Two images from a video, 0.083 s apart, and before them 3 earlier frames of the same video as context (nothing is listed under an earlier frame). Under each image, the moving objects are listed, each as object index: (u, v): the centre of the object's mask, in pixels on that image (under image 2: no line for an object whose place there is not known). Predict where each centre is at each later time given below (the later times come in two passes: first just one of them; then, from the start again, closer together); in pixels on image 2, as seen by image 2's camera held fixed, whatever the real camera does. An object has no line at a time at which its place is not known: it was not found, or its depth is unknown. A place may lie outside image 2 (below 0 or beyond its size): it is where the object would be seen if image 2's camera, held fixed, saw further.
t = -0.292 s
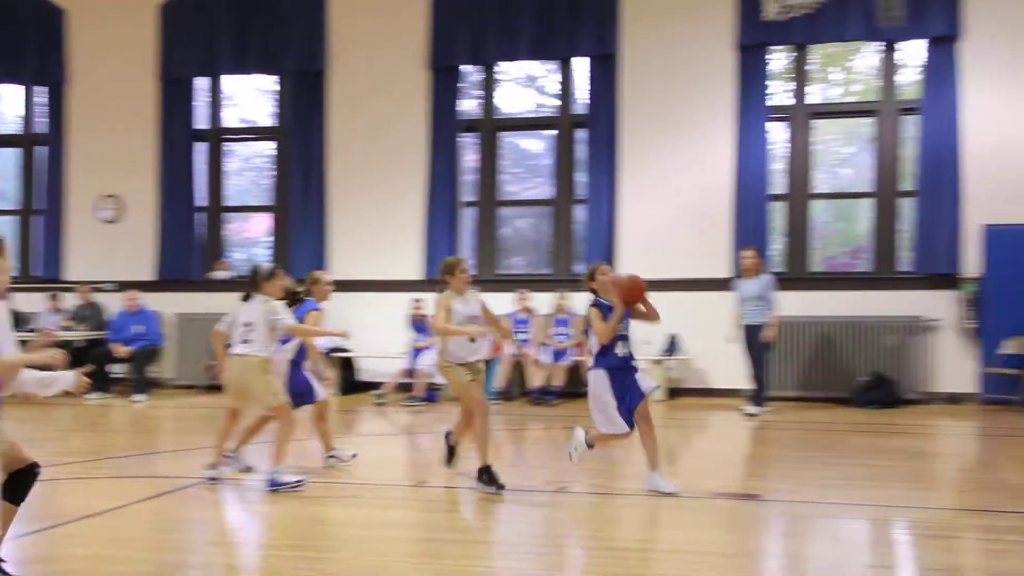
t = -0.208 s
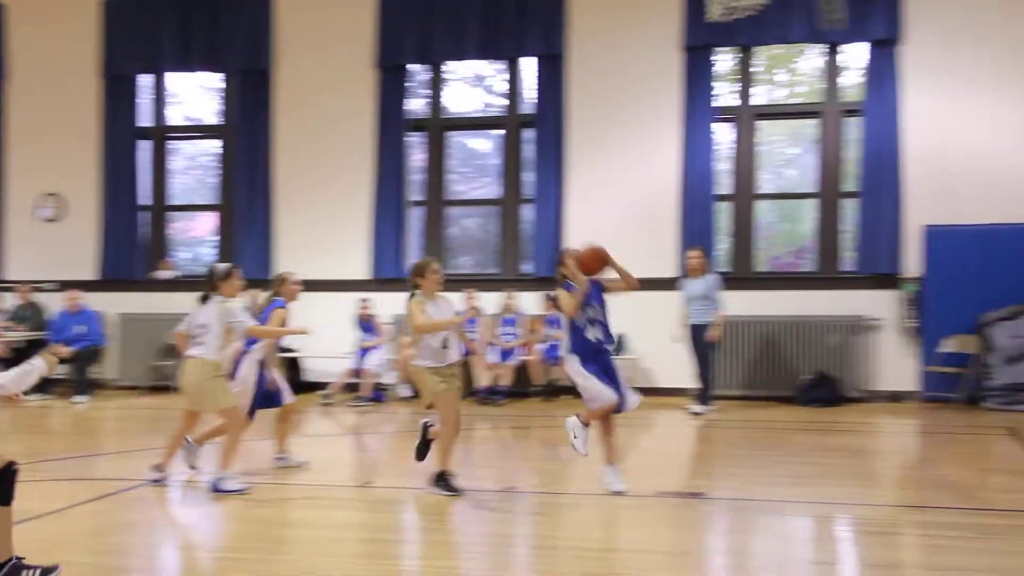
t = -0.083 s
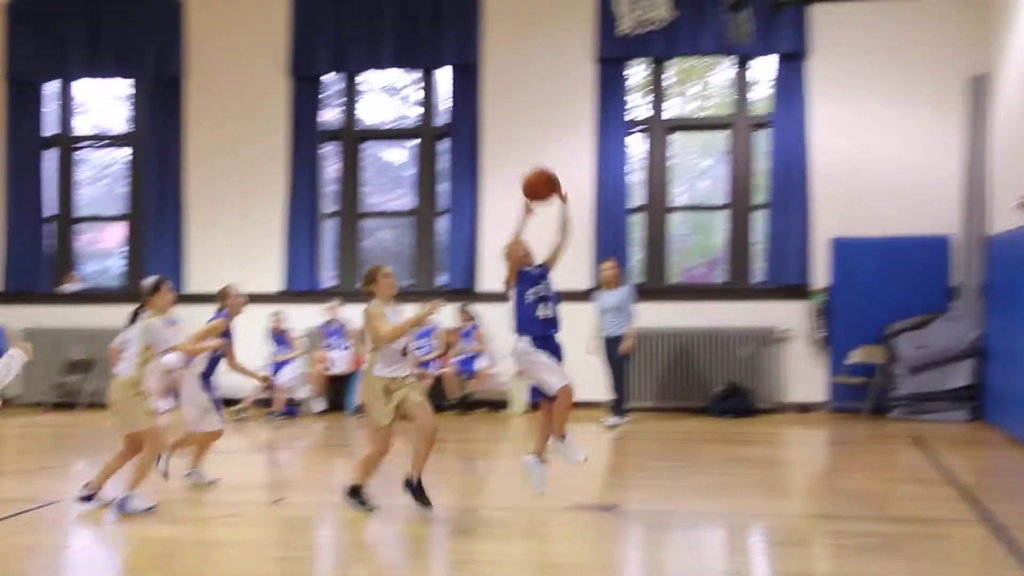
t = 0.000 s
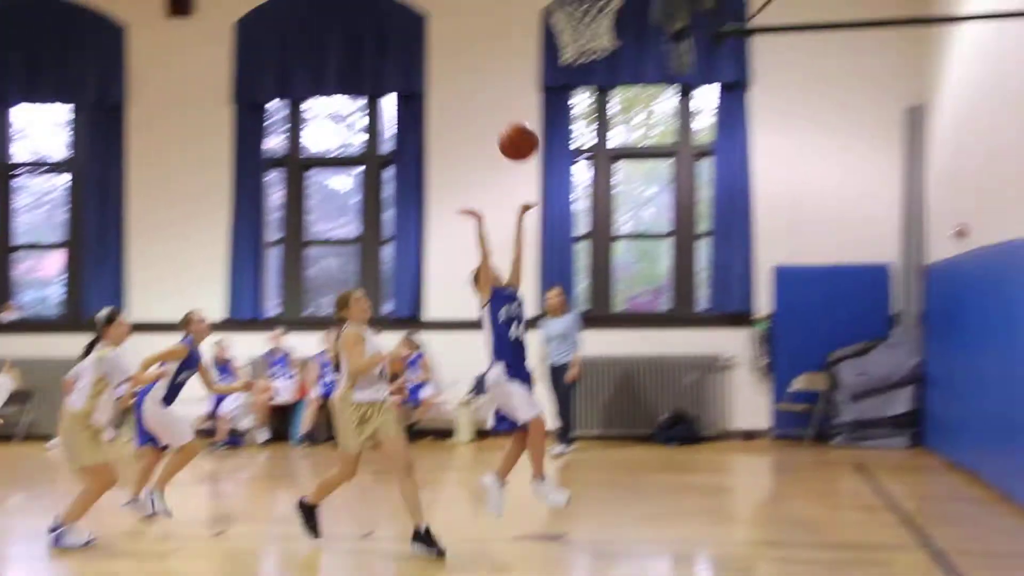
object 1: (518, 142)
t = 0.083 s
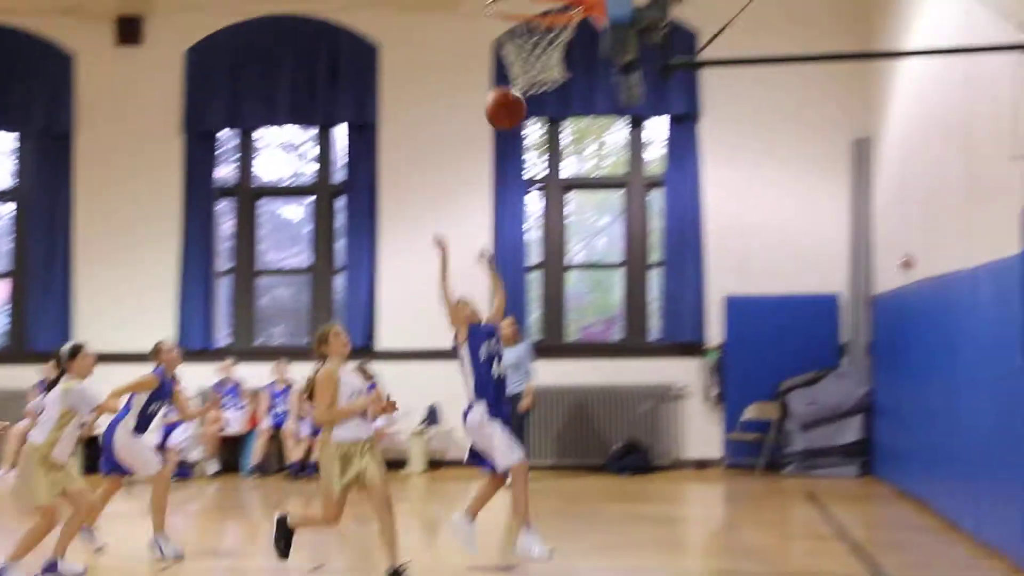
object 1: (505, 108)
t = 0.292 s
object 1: (590, -19)
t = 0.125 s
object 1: (521, 80)
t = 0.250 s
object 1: (585, -11)
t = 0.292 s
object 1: (590, -19)
